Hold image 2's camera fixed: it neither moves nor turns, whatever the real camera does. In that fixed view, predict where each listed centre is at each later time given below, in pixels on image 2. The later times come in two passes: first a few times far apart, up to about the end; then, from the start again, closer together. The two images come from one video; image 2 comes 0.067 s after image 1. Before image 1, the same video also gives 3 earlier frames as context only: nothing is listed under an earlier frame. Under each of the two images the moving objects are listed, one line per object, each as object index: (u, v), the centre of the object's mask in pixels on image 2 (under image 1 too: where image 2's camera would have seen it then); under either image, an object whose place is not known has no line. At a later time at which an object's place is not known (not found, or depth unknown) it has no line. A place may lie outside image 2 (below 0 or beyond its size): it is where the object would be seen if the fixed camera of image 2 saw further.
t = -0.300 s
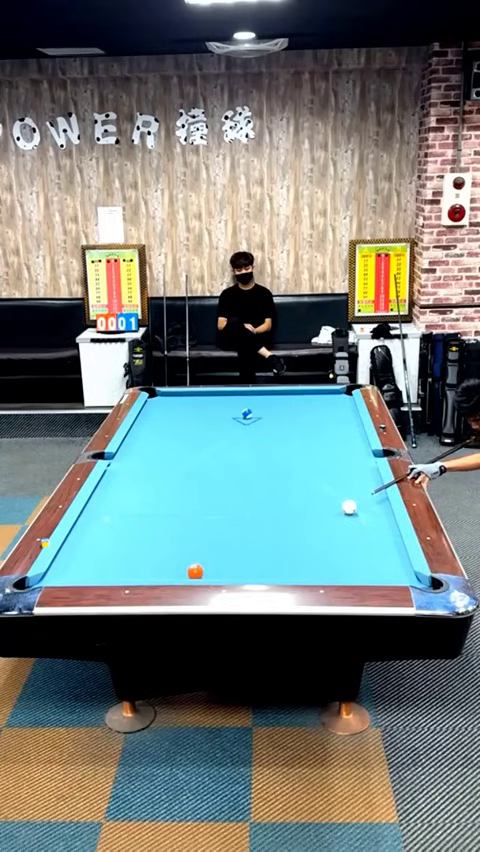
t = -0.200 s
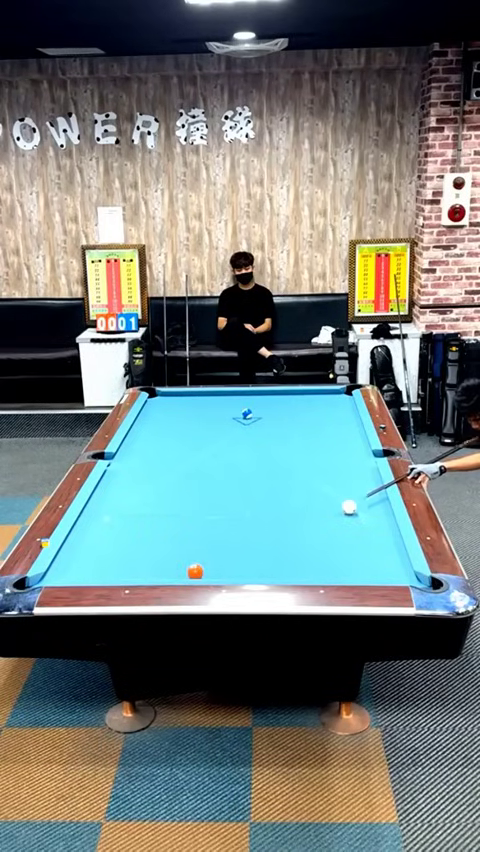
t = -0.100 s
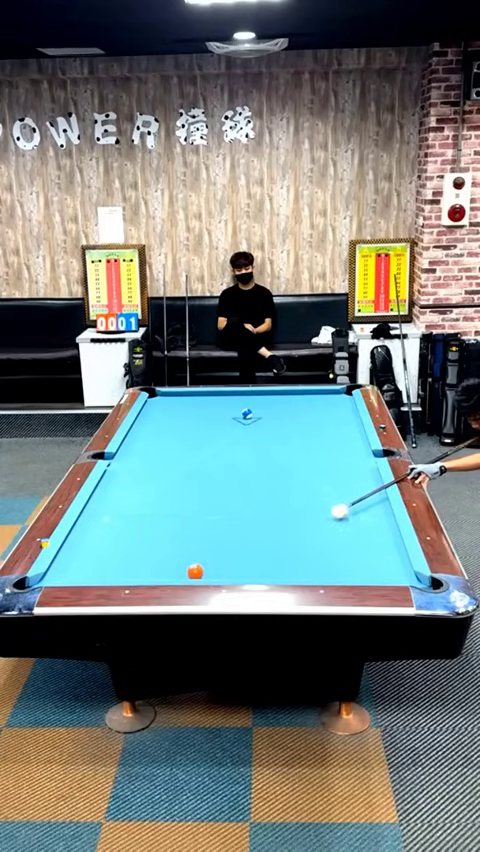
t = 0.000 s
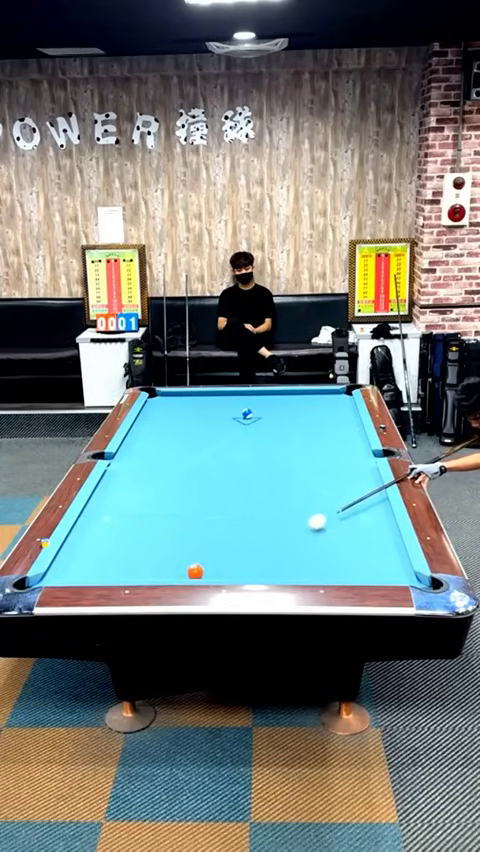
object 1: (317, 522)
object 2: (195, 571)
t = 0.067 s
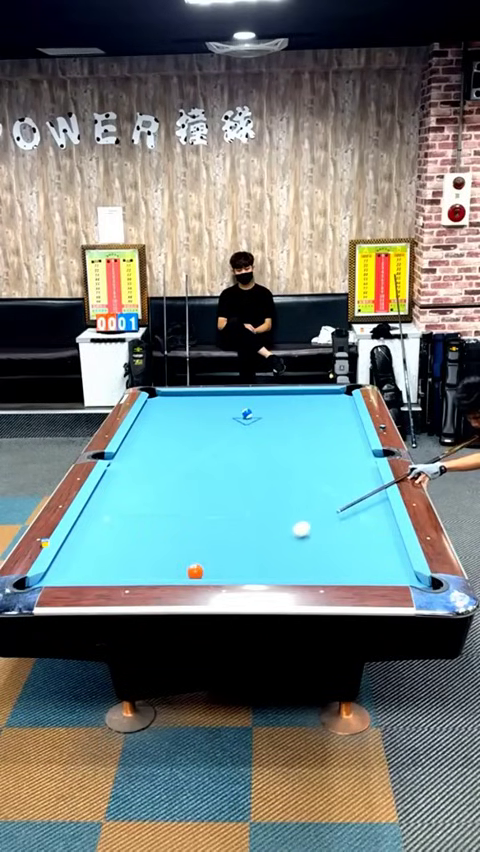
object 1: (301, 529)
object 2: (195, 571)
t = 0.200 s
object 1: (269, 544)
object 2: (195, 571)
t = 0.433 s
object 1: (211, 571)
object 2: (191, 572)
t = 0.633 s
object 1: (210, 566)
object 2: (150, 572)
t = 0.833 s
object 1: (208, 552)
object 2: (114, 573)
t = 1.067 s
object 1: (207, 538)
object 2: (73, 575)
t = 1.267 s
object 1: (206, 527)
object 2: (40, 579)
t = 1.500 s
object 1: (204, 516)
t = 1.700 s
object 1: (203, 507)
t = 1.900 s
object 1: (203, 499)
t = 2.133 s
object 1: (202, 490)
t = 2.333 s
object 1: (201, 484)
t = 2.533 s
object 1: (200, 478)
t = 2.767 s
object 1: (200, 472)
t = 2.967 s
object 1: (199, 467)
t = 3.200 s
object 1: (199, 461)
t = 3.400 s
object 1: (198, 457)
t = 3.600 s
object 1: (198, 454)
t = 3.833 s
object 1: (198, 449)
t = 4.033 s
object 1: (198, 447)
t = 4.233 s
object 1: (198, 444)
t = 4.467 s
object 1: (199, 441)
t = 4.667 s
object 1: (199, 438)
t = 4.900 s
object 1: (199, 436)
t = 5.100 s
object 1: (199, 435)
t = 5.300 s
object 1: (199, 433)
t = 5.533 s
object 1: (200, 432)
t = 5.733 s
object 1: (201, 431)
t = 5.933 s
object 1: (202, 430)
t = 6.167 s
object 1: (202, 429)
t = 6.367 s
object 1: (202, 429)
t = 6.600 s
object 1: (202, 429)
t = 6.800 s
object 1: (202, 429)
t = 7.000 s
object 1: (202, 429)
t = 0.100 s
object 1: (293, 533)
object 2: (195, 571)
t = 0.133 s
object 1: (285, 537)
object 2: (195, 571)
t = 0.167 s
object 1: (277, 541)
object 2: (195, 571)
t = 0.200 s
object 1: (269, 544)
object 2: (195, 571)
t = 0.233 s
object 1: (261, 549)
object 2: (195, 571)
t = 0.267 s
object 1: (252, 553)
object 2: (195, 571)
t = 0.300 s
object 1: (243, 557)
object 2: (195, 571)
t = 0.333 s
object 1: (235, 561)
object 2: (195, 571)
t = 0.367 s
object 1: (225, 565)
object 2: (195, 571)
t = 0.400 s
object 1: (217, 569)
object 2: (195, 571)
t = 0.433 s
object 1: (211, 571)
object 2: (191, 572)
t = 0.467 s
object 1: (210, 574)
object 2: (183, 572)
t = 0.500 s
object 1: (210, 573)
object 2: (175, 572)
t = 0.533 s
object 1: (211, 571)
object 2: (168, 572)
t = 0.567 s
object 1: (210, 569)
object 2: (162, 572)
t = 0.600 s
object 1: (210, 568)
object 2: (156, 572)
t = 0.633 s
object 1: (210, 566)
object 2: (150, 572)
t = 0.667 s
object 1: (210, 563)
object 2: (144, 573)
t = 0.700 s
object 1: (209, 561)
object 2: (138, 573)
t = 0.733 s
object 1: (209, 559)
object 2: (132, 573)
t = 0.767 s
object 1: (209, 557)
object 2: (126, 573)
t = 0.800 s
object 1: (209, 554)
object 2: (120, 573)
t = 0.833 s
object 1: (208, 552)
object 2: (114, 573)
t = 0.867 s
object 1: (208, 550)
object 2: (109, 574)
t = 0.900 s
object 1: (208, 548)
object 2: (103, 574)
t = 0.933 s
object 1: (207, 546)
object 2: (97, 574)
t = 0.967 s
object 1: (207, 544)
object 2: (91, 574)
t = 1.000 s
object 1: (207, 542)
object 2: (86, 575)
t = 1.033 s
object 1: (207, 540)
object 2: (80, 575)
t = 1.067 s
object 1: (207, 538)
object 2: (73, 575)
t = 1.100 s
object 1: (206, 536)
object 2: (70, 575)
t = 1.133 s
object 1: (206, 534)
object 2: (63, 576)
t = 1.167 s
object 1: (206, 532)
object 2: (56, 576)
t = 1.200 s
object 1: (206, 531)
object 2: (51, 577)
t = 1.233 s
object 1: (206, 529)
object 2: (46, 578)
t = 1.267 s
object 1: (206, 527)
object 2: (40, 579)
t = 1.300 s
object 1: (205, 525)
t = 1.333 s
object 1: (205, 524)
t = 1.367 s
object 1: (205, 522)
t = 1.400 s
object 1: (205, 521)
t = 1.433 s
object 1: (205, 519)
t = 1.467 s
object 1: (204, 517)
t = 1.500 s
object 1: (204, 516)
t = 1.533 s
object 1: (204, 514)
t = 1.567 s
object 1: (204, 513)
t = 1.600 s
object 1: (204, 511)
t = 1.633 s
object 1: (204, 510)
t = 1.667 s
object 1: (204, 508)
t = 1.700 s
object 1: (203, 507)
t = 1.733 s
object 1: (203, 506)
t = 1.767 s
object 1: (203, 504)
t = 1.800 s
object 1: (203, 503)
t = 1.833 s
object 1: (203, 501)
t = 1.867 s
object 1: (203, 500)
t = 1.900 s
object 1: (203, 499)
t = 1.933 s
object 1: (203, 498)
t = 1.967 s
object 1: (203, 496)
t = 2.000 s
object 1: (202, 495)
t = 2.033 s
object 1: (202, 494)
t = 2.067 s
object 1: (202, 493)
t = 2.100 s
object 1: (202, 492)
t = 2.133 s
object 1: (202, 490)
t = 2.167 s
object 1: (202, 489)
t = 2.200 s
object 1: (202, 488)
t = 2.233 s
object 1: (202, 487)
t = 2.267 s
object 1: (201, 486)
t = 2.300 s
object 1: (201, 485)
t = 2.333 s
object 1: (201, 484)
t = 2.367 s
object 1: (201, 483)
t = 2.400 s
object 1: (201, 482)
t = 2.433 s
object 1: (201, 481)
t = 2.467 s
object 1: (201, 480)
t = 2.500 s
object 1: (201, 479)
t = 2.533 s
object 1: (200, 478)
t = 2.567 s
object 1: (200, 477)
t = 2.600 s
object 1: (200, 476)
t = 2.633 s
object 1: (200, 475)
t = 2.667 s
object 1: (200, 474)
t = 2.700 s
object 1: (200, 473)
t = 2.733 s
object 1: (200, 472)
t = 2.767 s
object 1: (200, 472)
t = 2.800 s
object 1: (200, 471)
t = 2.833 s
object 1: (200, 470)
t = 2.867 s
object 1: (200, 469)
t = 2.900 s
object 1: (199, 468)
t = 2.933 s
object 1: (199, 467)
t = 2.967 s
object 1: (199, 467)
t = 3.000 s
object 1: (199, 466)
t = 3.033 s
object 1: (199, 465)
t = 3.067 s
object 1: (199, 464)
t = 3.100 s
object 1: (199, 463)
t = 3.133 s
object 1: (199, 463)
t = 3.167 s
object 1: (199, 462)
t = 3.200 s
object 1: (199, 461)
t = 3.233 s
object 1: (199, 460)
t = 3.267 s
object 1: (199, 460)
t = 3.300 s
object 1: (199, 459)
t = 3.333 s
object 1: (198, 459)
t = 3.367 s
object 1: (199, 458)
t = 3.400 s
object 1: (198, 457)
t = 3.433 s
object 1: (198, 456)
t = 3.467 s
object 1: (198, 456)
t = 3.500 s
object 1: (198, 455)
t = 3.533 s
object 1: (198, 455)
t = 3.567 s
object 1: (198, 454)
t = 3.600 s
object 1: (198, 454)
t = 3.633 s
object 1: (198, 453)
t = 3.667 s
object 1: (198, 453)
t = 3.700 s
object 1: (198, 452)
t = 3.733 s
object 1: (198, 451)
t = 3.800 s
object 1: (198, 450)
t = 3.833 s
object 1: (198, 449)
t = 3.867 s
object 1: (198, 449)
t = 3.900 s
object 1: (198, 449)
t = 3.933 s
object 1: (198, 448)
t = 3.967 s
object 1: (198, 448)
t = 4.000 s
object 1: (198, 447)
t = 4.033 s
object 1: (198, 447)
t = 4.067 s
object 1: (198, 446)
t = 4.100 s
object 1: (198, 446)
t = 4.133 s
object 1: (198, 445)
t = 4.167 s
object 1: (198, 445)
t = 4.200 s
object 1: (198, 445)
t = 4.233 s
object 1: (198, 444)
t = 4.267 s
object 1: (198, 444)
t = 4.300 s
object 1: (198, 443)
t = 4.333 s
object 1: (199, 443)
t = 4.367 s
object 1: (198, 442)
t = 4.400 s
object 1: (199, 442)
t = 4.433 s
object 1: (199, 441)
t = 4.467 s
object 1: (199, 441)
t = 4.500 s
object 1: (199, 440)
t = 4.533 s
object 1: (199, 440)
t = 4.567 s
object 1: (199, 440)
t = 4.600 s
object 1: (199, 440)
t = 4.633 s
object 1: (199, 439)
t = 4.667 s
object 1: (199, 438)
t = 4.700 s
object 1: (199, 438)
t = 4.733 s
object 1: (199, 438)
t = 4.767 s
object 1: (199, 438)
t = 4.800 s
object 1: (199, 437)
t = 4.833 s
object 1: (199, 437)
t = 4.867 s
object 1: (199, 437)
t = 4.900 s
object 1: (199, 436)
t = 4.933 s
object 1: (199, 436)
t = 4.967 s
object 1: (199, 436)
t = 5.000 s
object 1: (199, 436)
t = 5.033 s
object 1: (199, 435)
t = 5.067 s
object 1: (199, 435)
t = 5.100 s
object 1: (199, 435)
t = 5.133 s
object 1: (199, 434)
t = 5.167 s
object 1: (199, 434)
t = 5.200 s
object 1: (199, 434)
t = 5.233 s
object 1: (199, 434)
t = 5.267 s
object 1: (199, 434)
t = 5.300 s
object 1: (199, 433)
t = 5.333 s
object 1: (200, 433)
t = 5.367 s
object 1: (199, 433)
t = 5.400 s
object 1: (199, 432)
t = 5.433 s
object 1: (200, 432)
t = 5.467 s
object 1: (200, 432)
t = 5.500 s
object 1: (200, 432)
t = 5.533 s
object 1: (200, 432)
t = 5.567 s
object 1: (200, 431)
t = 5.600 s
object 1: (200, 431)
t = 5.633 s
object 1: (200, 431)
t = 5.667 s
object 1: (201, 431)
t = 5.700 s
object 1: (201, 431)
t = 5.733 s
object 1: (201, 431)
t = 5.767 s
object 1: (201, 431)
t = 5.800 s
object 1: (201, 430)
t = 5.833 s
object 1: (201, 430)
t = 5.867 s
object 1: (202, 430)
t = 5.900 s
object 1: (202, 430)
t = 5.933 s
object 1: (202, 430)
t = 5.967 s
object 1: (202, 430)
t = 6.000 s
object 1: (202, 430)
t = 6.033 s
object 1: (202, 430)
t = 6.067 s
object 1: (202, 430)
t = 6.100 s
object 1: (202, 430)
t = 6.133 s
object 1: (202, 430)
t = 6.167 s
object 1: (202, 429)
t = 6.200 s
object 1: (202, 429)
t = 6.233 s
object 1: (202, 429)
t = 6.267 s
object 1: (202, 429)
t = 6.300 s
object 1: (202, 429)
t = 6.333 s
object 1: (202, 429)
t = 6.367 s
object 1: (202, 429)
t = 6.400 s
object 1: (202, 429)
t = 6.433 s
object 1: (202, 429)
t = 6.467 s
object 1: (202, 429)
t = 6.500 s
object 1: (202, 429)
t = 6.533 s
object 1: (202, 429)
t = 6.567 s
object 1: (202, 429)
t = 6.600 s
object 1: (202, 429)
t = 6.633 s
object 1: (202, 429)
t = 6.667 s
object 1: (202, 429)
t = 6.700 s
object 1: (202, 429)
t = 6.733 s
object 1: (202, 429)
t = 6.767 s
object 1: (202, 429)
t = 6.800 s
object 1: (202, 429)
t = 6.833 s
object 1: (202, 429)
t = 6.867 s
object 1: (202, 429)
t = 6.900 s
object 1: (202, 429)
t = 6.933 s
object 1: (202, 429)
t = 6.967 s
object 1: (202, 429)
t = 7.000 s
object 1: (202, 429)
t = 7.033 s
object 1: (202, 429)
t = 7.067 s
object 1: (202, 429)
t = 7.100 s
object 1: (202, 429)
